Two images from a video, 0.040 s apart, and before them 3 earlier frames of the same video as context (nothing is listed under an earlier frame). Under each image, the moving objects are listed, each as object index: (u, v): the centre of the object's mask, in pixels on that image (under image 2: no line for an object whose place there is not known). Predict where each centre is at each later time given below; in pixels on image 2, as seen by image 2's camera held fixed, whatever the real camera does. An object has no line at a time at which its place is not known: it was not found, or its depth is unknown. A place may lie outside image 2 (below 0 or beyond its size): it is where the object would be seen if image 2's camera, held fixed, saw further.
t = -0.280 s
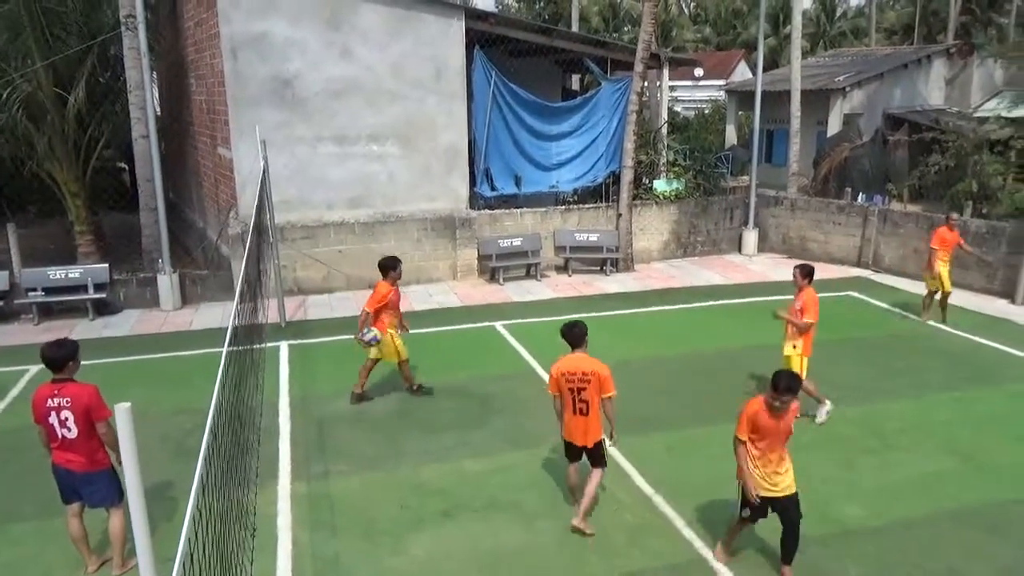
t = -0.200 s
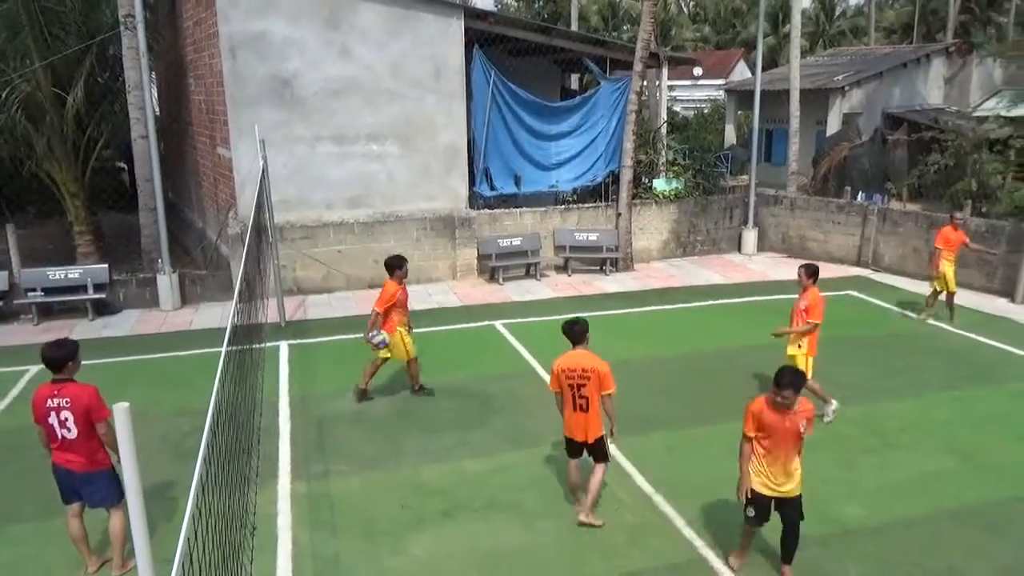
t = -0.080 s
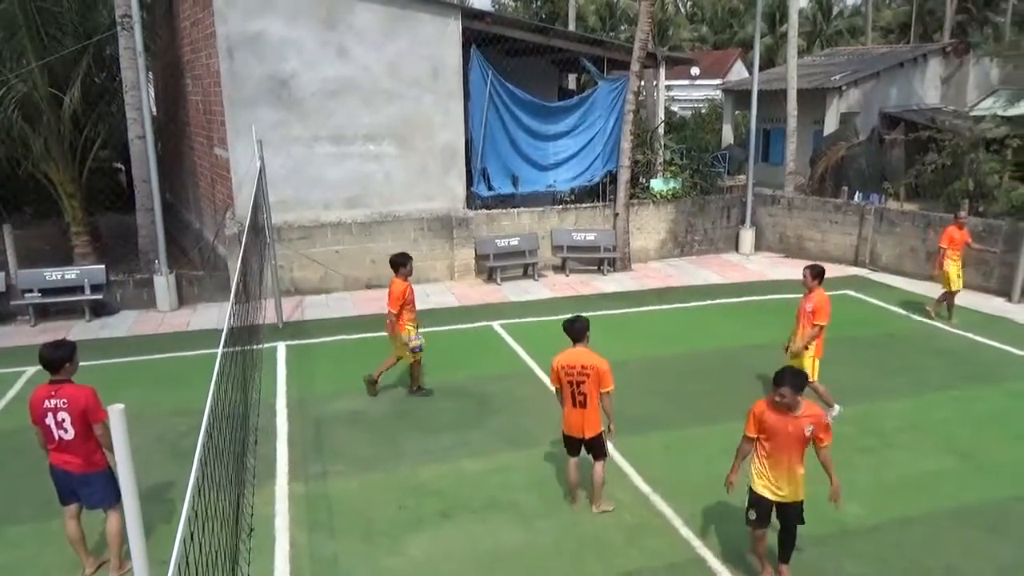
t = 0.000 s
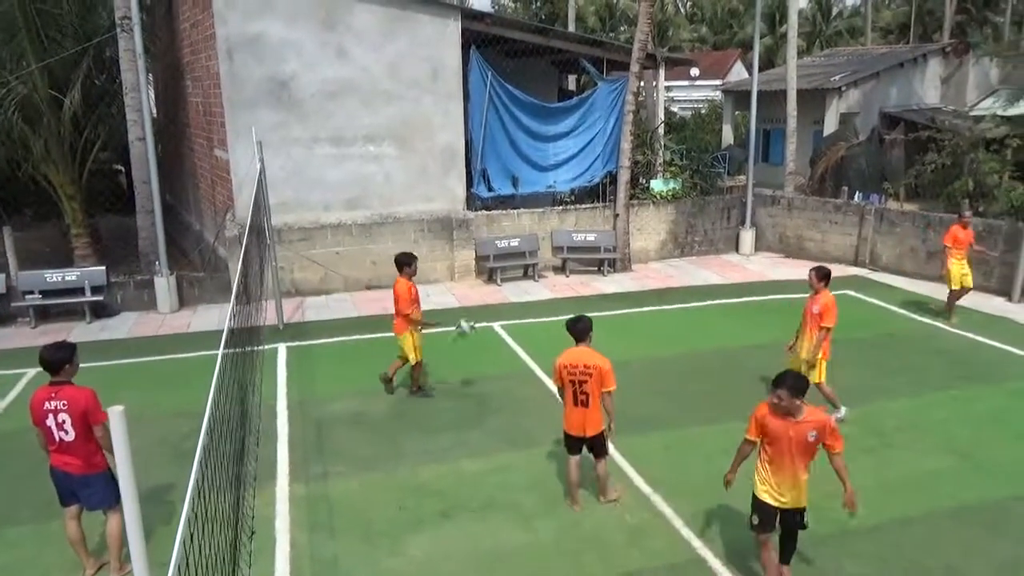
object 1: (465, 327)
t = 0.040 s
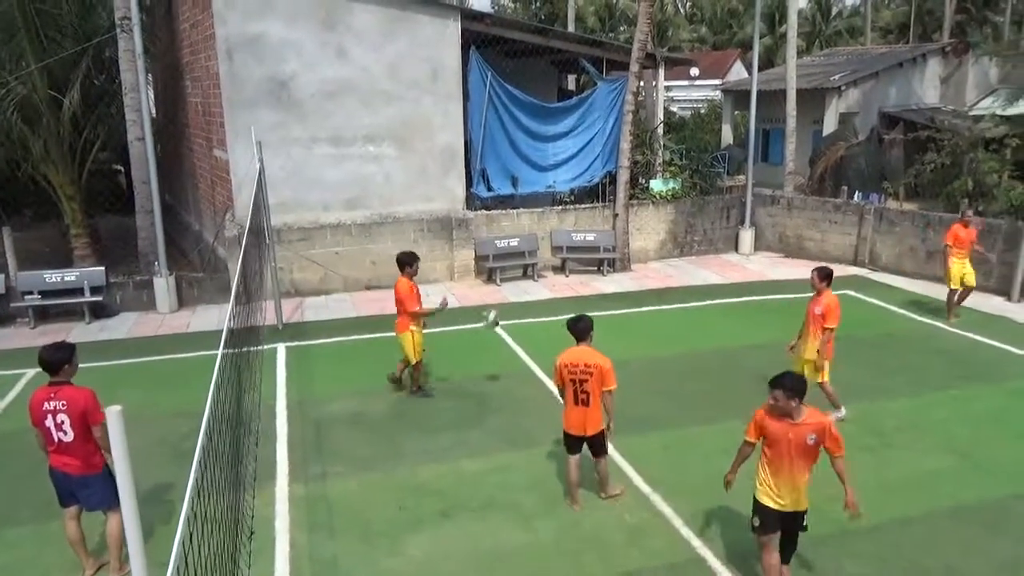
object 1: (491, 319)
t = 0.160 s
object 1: (563, 299)
